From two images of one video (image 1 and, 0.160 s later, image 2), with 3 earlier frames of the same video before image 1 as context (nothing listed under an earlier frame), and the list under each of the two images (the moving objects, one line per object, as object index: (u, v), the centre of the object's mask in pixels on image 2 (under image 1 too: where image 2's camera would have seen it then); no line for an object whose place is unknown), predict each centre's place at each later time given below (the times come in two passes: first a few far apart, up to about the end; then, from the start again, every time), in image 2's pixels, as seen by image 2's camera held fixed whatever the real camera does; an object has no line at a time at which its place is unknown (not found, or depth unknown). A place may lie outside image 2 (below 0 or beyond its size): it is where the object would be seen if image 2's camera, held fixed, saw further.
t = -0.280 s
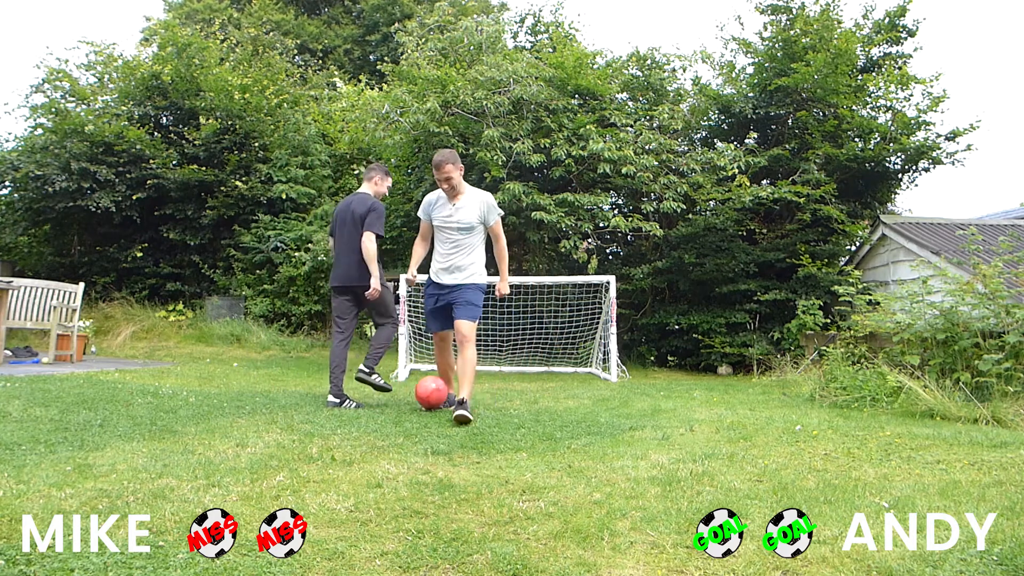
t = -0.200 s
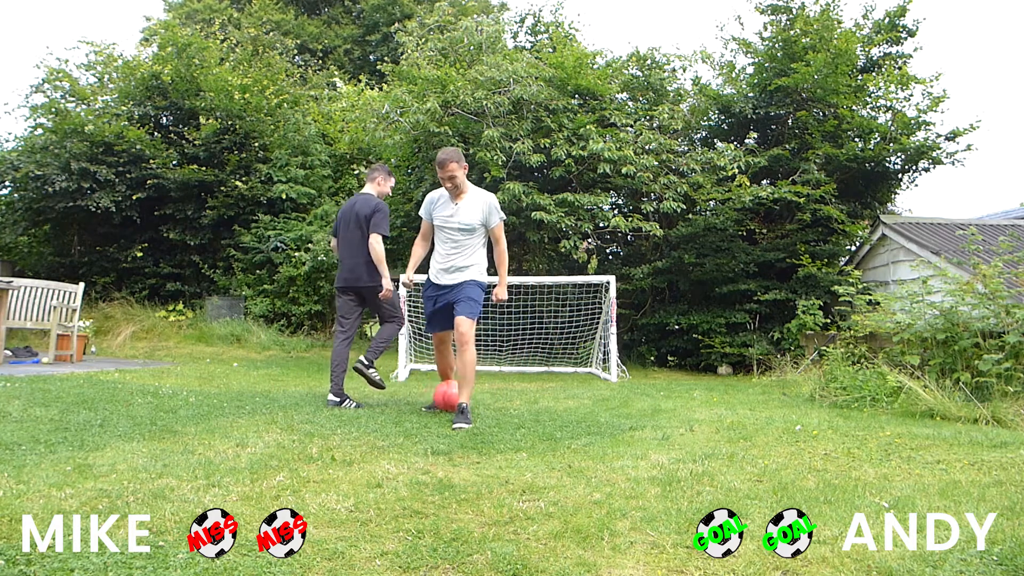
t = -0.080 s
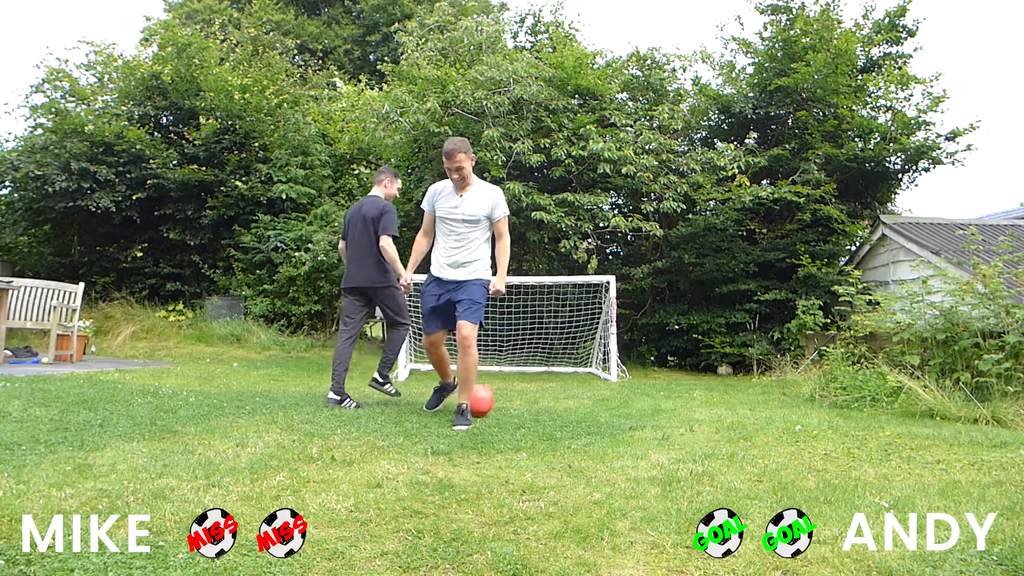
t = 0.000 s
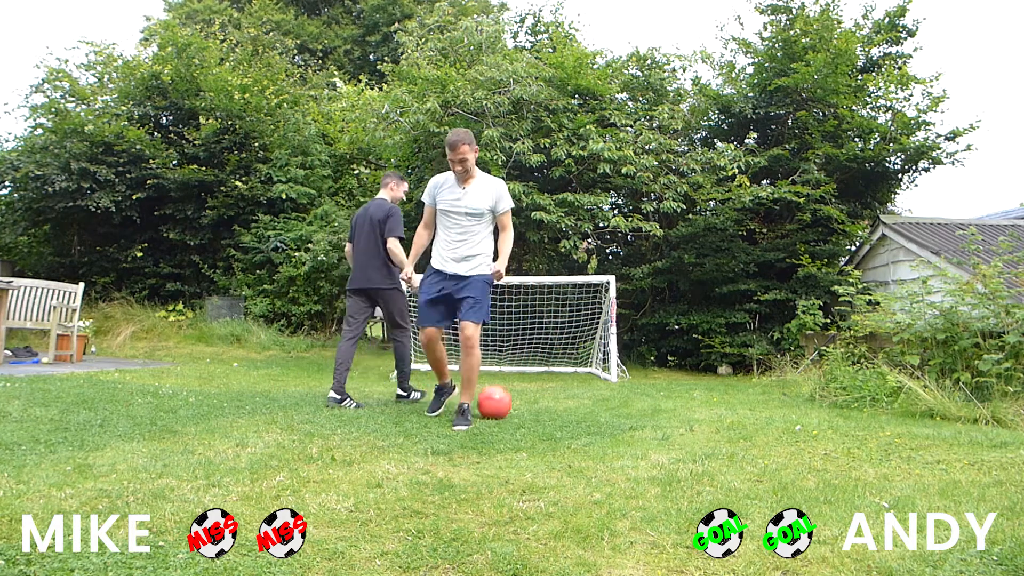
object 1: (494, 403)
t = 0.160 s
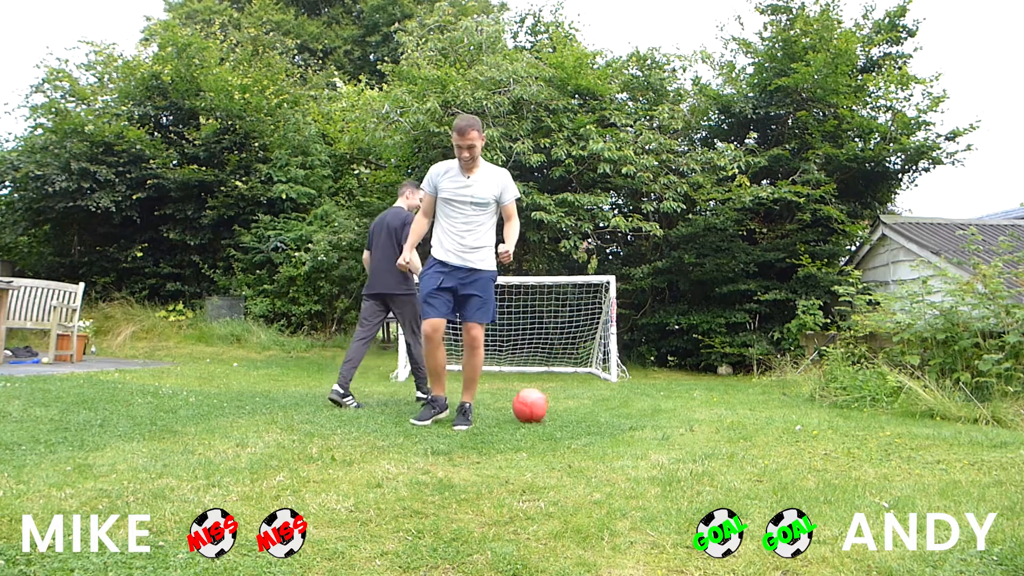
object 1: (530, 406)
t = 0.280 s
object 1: (557, 408)
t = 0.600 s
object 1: (628, 412)
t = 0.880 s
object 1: (688, 416)
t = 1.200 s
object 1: (754, 418)
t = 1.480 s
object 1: (801, 419)
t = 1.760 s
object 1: (839, 419)
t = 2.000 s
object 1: (867, 419)
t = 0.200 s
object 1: (539, 406)
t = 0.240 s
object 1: (547, 408)
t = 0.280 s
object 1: (557, 408)
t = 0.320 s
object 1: (566, 408)
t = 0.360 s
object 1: (575, 409)
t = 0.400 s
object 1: (584, 410)
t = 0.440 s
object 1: (593, 409)
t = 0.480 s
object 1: (602, 410)
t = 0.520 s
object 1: (611, 411)
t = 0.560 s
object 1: (620, 412)
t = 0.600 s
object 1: (628, 412)
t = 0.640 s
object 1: (637, 412)
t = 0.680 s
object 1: (646, 413)
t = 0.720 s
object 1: (654, 413)
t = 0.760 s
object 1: (663, 414)
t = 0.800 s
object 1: (671, 415)
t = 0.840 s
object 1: (680, 416)
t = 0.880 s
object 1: (688, 416)
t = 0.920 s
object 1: (697, 417)
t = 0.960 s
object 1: (706, 417)
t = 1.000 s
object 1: (714, 417)
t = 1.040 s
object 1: (722, 417)
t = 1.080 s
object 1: (730, 417)
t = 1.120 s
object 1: (738, 417)
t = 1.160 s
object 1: (746, 418)
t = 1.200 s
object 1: (754, 418)
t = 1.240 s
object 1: (761, 419)
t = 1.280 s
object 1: (768, 419)
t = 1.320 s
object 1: (775, 419)
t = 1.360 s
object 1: (782, 418)
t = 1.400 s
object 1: (788, 418)
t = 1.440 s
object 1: (795, 418)
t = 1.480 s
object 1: (801, 419)
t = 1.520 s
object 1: (807, 418)
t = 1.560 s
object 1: (813, 418)
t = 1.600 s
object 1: (818, 418)
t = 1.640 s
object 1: (823, 418)
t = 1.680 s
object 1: (829, 418)
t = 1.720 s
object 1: (834, 419)
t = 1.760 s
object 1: (839, 419)
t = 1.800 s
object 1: (845, 419)
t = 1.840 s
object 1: (849, 419)
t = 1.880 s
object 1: (855, 419)
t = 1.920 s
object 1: (859, 419)
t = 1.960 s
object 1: (863, 419)
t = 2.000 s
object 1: (867, 419)
